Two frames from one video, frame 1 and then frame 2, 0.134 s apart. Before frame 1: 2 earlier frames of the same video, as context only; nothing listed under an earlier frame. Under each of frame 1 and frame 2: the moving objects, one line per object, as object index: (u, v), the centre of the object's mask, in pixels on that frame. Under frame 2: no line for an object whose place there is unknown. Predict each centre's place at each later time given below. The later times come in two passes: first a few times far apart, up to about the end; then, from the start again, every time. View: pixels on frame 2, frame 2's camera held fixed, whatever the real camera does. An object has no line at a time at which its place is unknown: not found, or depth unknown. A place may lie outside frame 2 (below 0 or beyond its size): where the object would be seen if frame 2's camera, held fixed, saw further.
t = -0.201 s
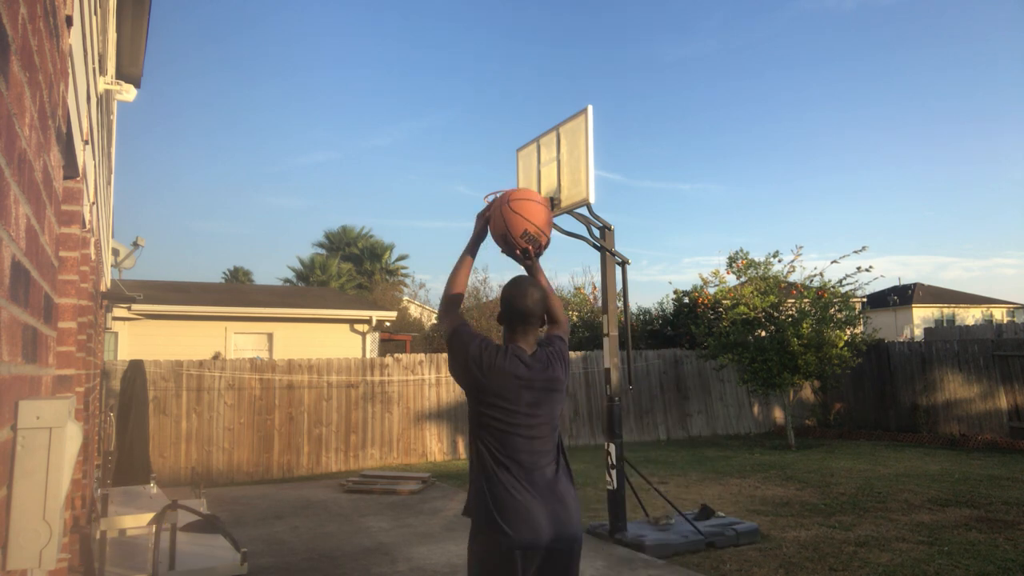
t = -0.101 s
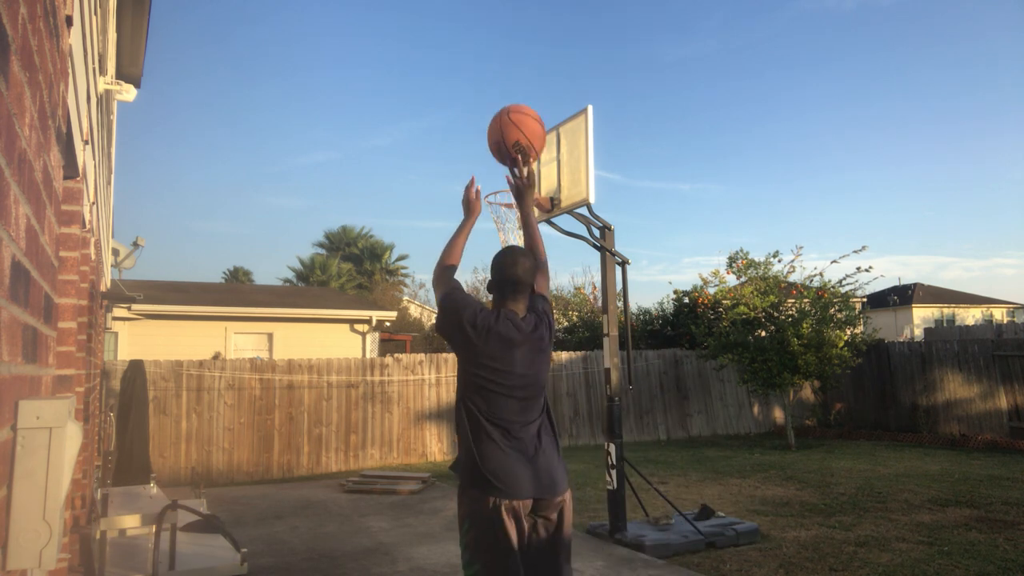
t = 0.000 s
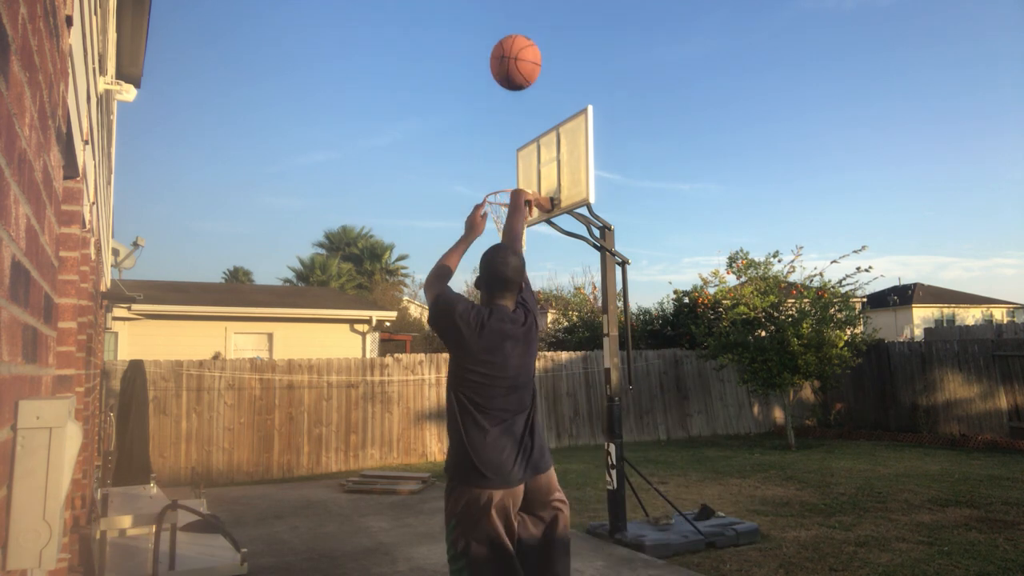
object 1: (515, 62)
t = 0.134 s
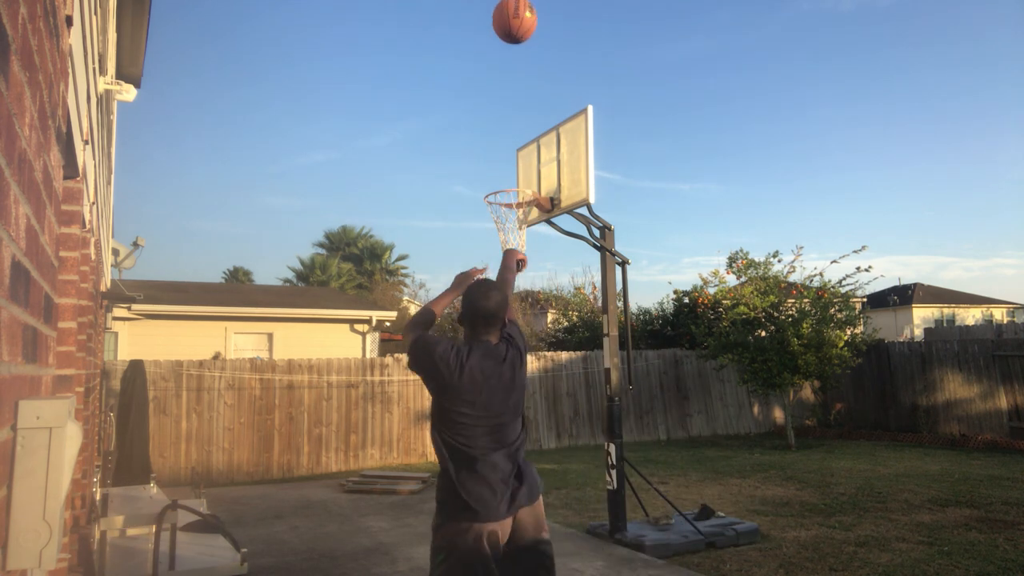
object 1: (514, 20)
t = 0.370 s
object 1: (513, 32)
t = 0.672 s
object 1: (513, 131)
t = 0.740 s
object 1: (513, 161)
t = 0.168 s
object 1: (514, 18)
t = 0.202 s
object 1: (514, 17)
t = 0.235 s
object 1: (514, 17)
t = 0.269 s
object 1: (514, 17)
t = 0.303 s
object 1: (513, 20)
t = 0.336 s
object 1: (513, 25)
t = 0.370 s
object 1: (513, 32)
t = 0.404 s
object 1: (513, 39)
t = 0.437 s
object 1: (513, 48)
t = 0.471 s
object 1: (513, 57)
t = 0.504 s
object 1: (513, 68)
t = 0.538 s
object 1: (513, 79)
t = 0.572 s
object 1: (513, 91)
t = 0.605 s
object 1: (513, 104)
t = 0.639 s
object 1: (513, 117)
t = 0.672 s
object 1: (513, 131)
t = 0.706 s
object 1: (513, 146)
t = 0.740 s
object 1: (513, 161)
